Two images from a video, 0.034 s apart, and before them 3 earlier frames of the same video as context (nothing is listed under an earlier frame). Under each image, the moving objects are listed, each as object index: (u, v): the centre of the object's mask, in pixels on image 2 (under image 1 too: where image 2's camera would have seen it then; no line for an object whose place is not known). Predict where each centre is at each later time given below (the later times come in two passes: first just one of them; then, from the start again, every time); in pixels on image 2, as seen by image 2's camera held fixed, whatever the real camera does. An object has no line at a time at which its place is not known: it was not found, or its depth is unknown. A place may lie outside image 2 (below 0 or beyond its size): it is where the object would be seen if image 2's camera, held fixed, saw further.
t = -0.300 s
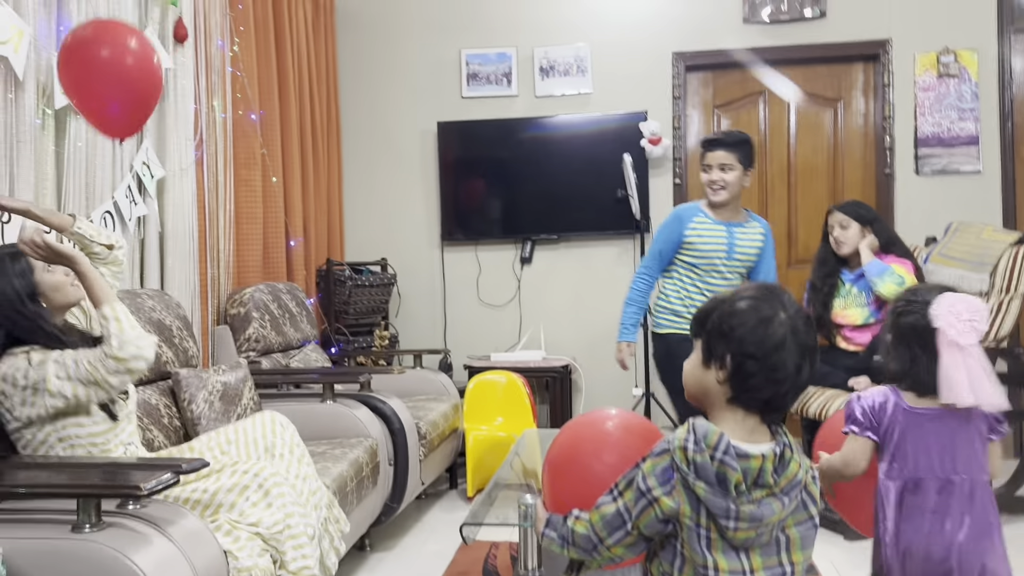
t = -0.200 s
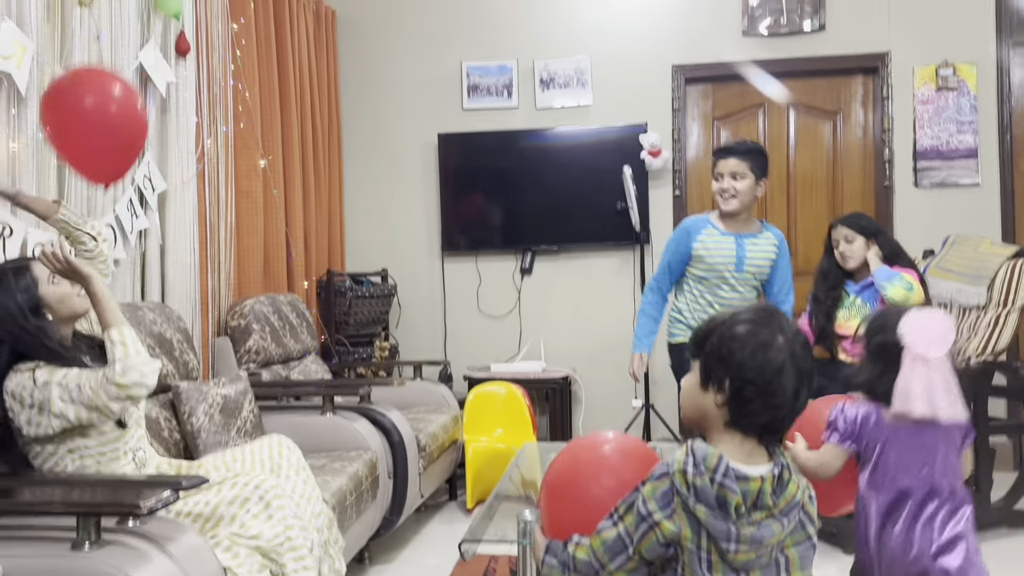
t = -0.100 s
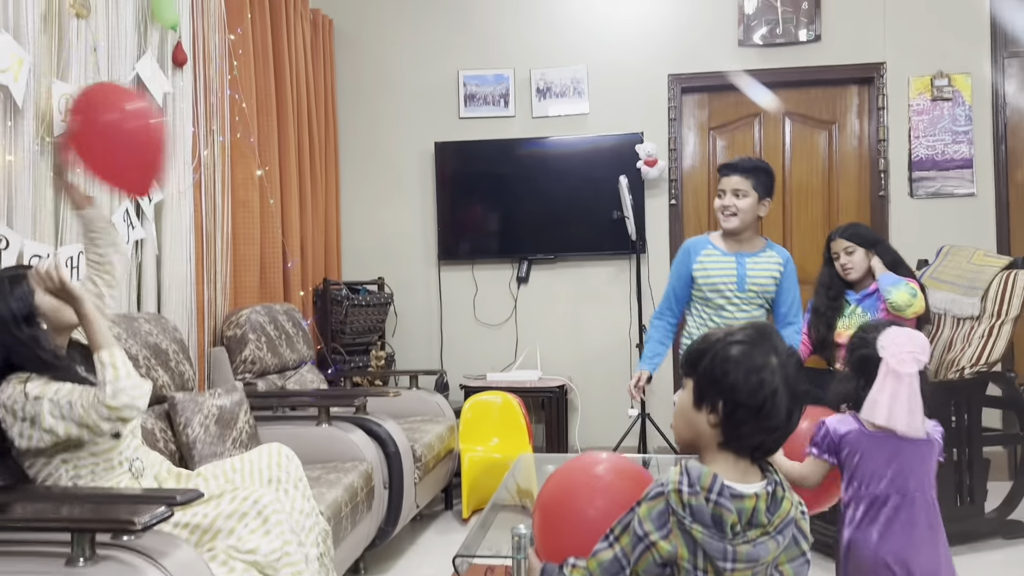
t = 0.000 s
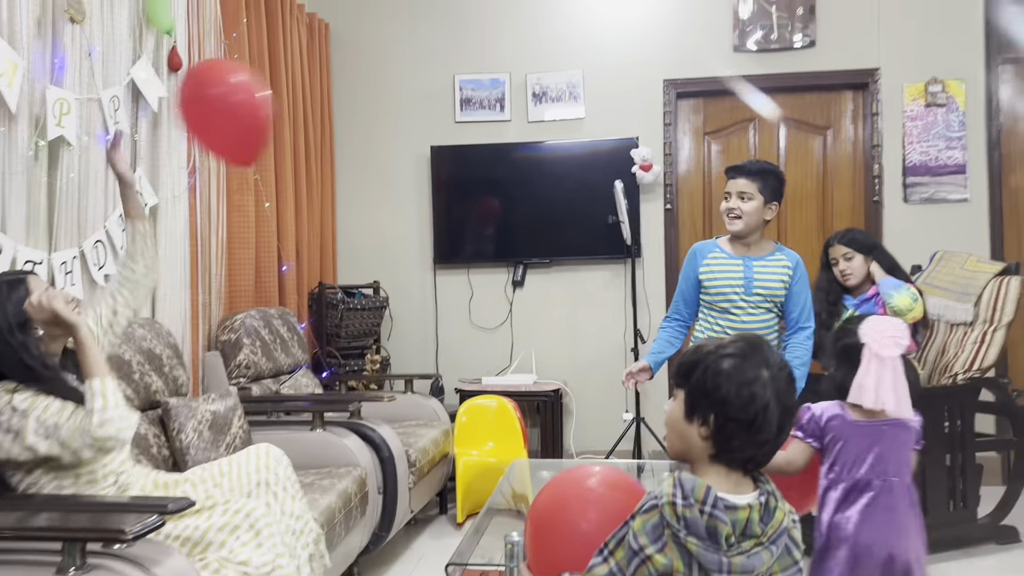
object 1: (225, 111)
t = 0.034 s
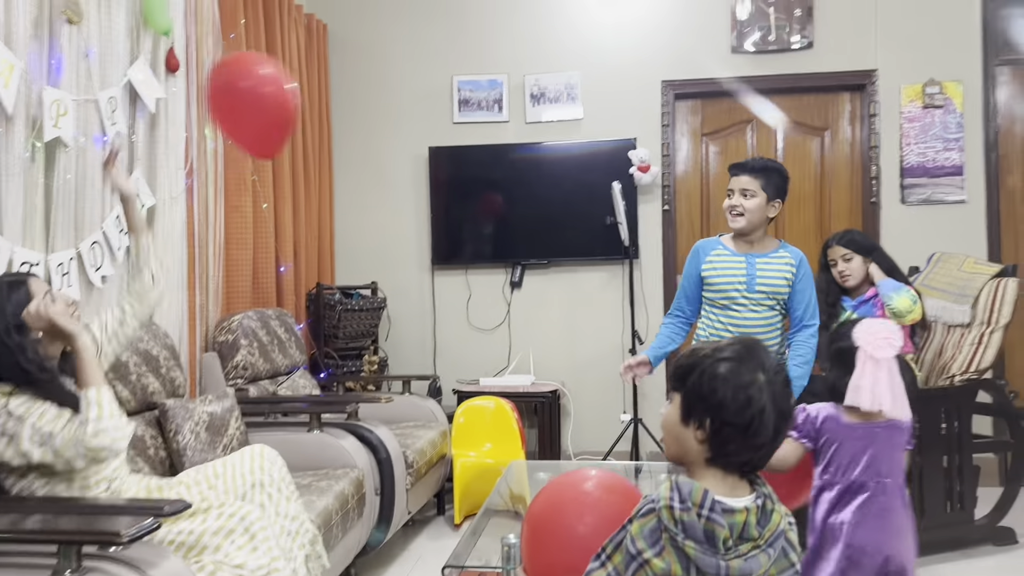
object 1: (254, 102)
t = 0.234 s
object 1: (365, 88)
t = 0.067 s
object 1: (279, 95)
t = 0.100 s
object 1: (302, 91)
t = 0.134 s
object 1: (322, 88)
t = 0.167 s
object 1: (338, 86)
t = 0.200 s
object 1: (353, 86)
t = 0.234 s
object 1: (365, 88)
